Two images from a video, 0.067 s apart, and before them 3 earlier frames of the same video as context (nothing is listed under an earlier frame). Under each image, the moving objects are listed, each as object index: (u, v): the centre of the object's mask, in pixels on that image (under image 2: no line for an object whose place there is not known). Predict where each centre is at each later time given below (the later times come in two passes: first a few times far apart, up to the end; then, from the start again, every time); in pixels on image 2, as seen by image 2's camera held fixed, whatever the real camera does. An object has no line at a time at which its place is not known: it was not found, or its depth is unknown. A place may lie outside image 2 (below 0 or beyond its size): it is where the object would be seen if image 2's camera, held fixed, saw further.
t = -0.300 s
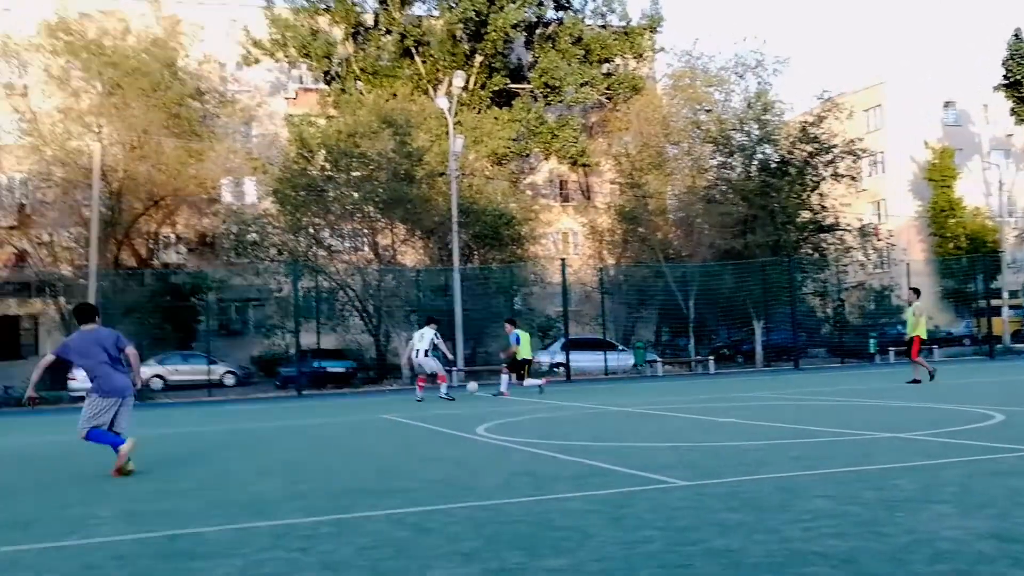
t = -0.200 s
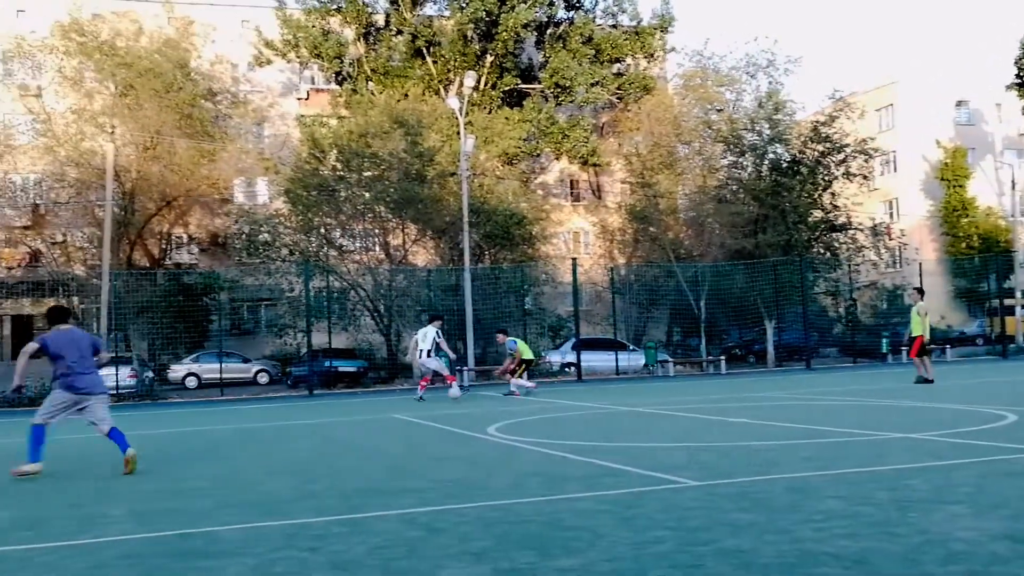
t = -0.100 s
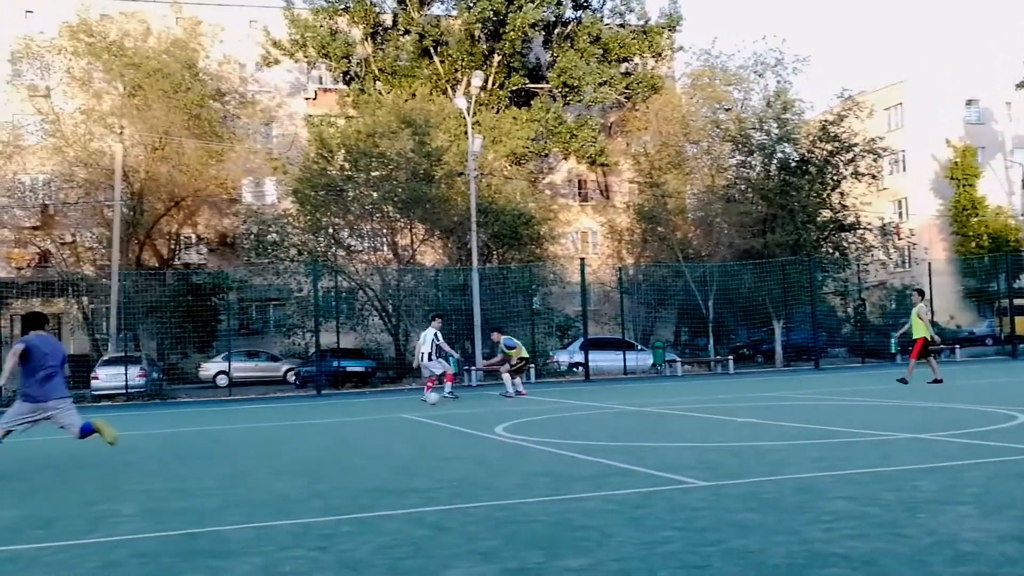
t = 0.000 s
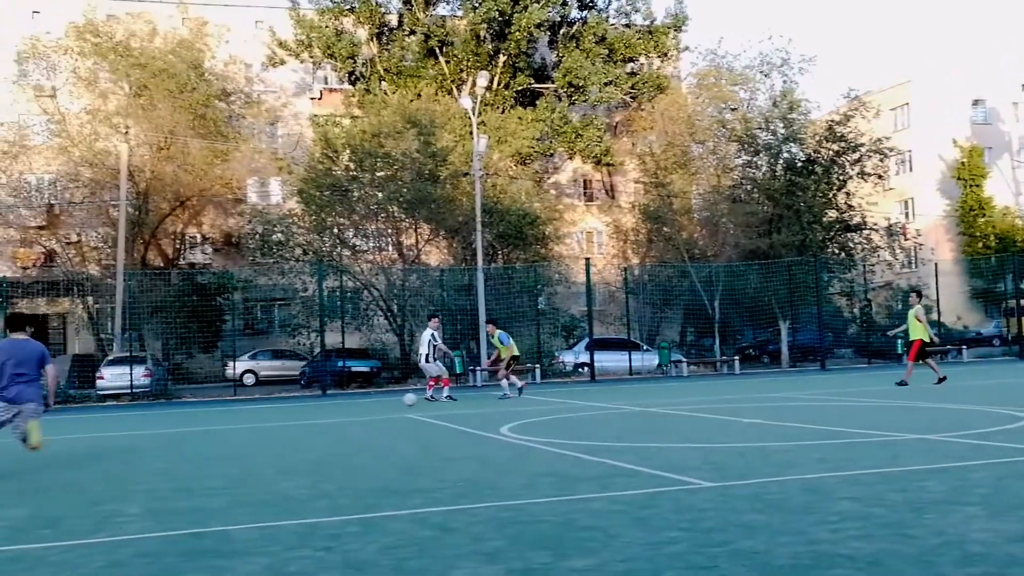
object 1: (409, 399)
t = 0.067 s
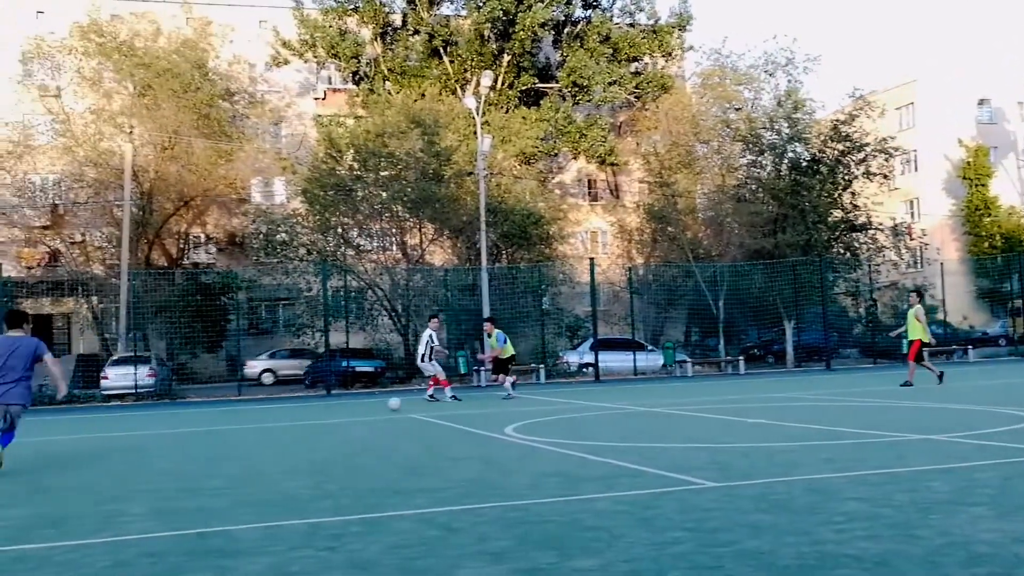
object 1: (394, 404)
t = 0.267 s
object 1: (338, 412)
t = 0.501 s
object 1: (275, 417)
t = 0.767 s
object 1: (196, 427)
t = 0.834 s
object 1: (176, 429)
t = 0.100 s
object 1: (383, 407)
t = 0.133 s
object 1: (375, 407)
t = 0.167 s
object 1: (366, 407)
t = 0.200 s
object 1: (356, 408)
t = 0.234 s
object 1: (347, 409)
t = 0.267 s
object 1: (338, 412)
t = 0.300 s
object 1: (329, 412)
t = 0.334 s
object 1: (320, 412)
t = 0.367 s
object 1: (311, 412)
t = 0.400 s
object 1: (302, 414)
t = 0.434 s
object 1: (293, 417)
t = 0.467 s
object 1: (285, 417)
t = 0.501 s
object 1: (275, 417)
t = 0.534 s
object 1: (266, 418)
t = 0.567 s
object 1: (256, 420)
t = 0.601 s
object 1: (247, 422)
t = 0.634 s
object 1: (237, 423)
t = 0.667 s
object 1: (227, 424)
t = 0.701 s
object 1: (217, 425)
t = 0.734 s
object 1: (207, 425)
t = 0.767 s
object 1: (196, 427)
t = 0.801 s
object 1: (186, 429)
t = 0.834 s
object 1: (176, 429)
